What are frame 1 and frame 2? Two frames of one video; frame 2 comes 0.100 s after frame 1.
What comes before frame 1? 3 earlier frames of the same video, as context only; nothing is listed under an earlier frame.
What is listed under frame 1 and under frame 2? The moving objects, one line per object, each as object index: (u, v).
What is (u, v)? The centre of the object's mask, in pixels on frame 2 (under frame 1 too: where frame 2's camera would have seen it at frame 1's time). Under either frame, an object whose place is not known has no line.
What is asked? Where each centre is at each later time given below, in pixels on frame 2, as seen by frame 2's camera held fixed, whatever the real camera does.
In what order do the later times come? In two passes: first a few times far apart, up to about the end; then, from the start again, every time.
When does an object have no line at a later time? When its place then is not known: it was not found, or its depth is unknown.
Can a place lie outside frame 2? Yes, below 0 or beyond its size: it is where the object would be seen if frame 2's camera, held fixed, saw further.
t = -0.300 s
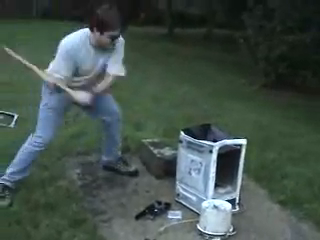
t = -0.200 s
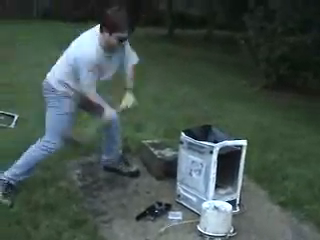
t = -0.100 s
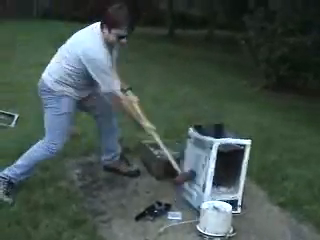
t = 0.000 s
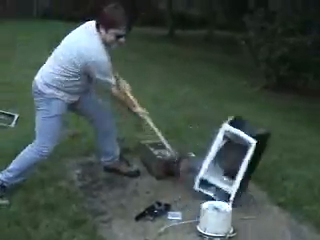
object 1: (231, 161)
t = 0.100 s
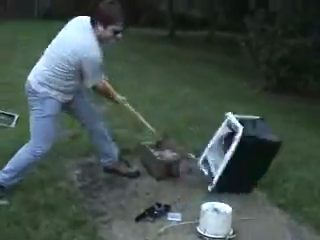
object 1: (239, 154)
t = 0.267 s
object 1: (237, 147)
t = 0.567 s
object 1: (265, 138)
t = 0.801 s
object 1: (286, 152)
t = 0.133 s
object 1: (238, 151)
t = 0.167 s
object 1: (238, 149)
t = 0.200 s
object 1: (237, 147)
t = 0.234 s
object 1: (237, 146)
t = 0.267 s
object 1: (237, 147)
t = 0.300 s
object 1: (239, 146)
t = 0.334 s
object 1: (241, 145)
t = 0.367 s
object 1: (244, 143)
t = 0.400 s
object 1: (248, 138)
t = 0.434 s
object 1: (252, 137)
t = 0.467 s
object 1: (255, 137)
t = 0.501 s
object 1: (258, 138)
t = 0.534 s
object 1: (261, 138)
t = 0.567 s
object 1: (265, 138)
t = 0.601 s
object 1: (268, 139)
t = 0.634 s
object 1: (269, 140)
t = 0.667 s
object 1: (274, 143)
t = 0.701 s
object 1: (278, 145)
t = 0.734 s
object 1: (283, 149)
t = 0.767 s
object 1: (285, 150)
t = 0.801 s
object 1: (286, 152)
